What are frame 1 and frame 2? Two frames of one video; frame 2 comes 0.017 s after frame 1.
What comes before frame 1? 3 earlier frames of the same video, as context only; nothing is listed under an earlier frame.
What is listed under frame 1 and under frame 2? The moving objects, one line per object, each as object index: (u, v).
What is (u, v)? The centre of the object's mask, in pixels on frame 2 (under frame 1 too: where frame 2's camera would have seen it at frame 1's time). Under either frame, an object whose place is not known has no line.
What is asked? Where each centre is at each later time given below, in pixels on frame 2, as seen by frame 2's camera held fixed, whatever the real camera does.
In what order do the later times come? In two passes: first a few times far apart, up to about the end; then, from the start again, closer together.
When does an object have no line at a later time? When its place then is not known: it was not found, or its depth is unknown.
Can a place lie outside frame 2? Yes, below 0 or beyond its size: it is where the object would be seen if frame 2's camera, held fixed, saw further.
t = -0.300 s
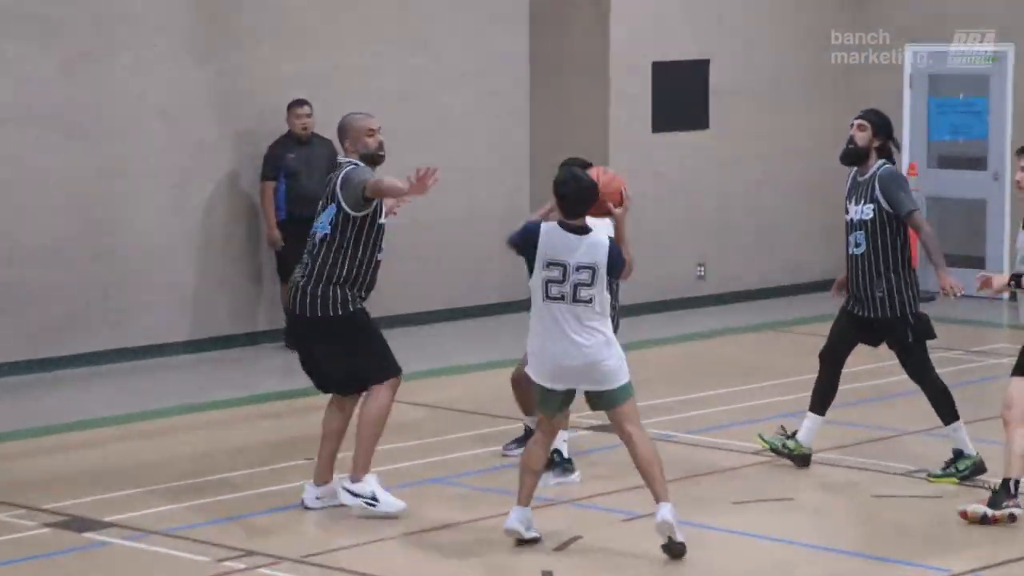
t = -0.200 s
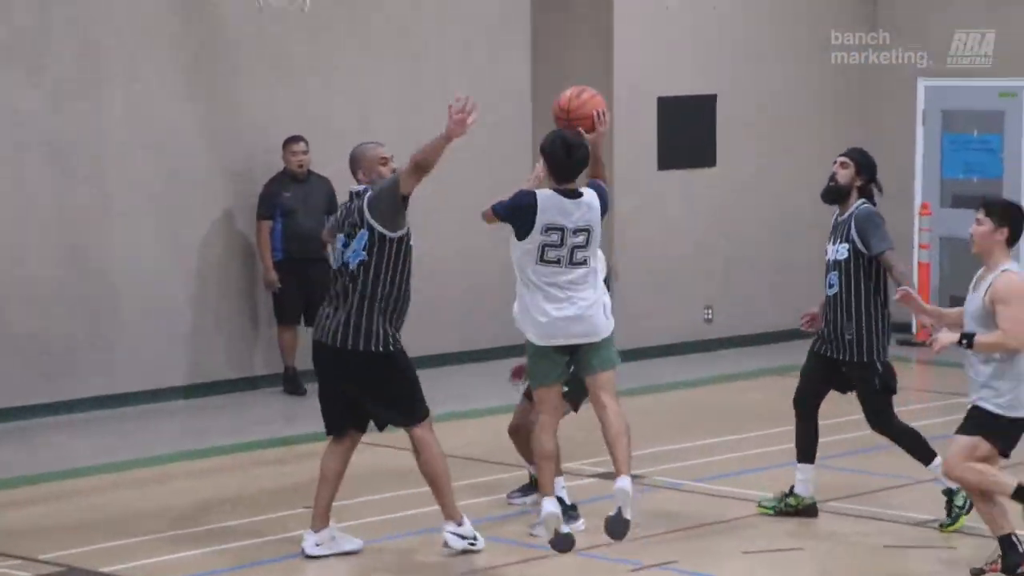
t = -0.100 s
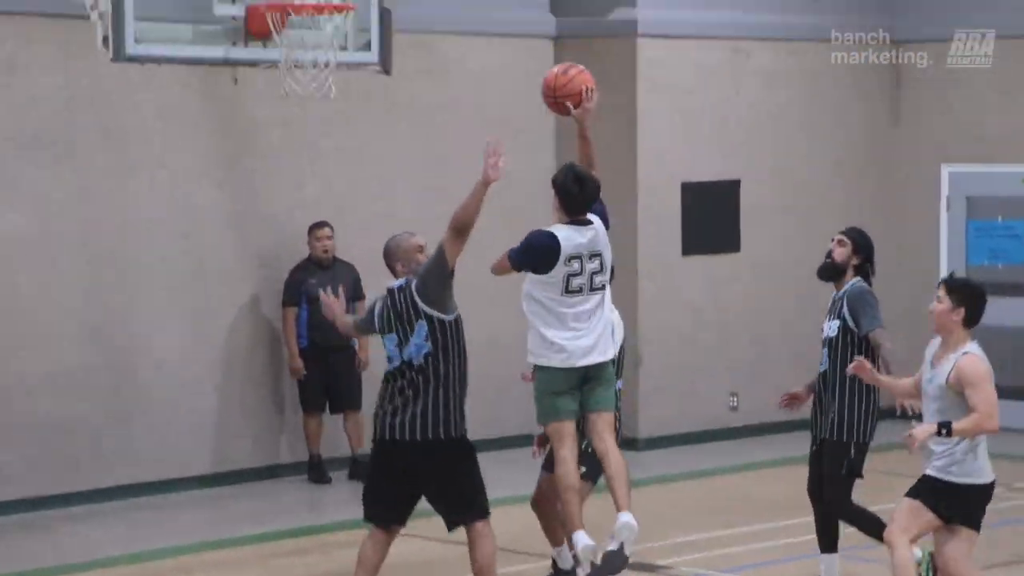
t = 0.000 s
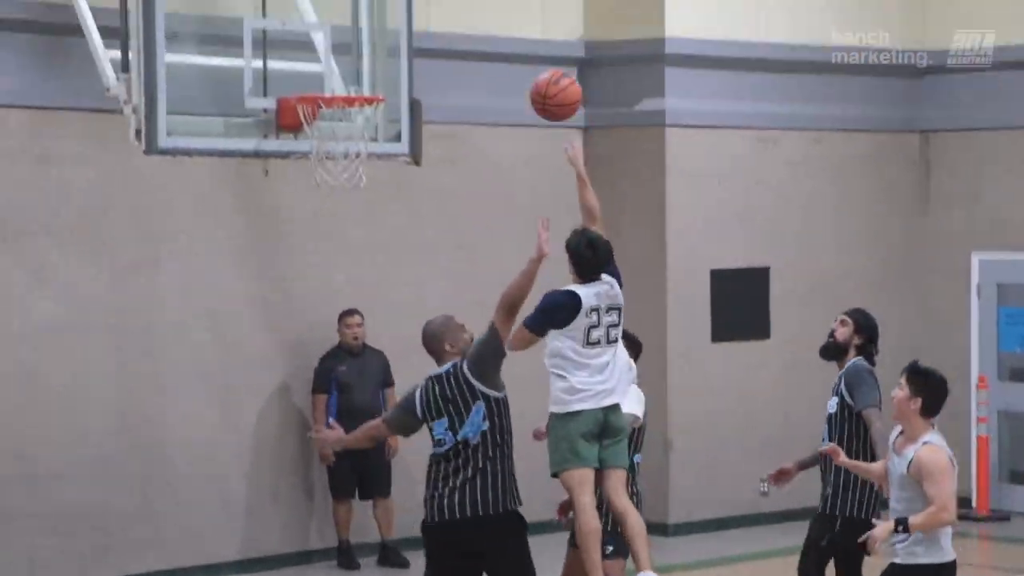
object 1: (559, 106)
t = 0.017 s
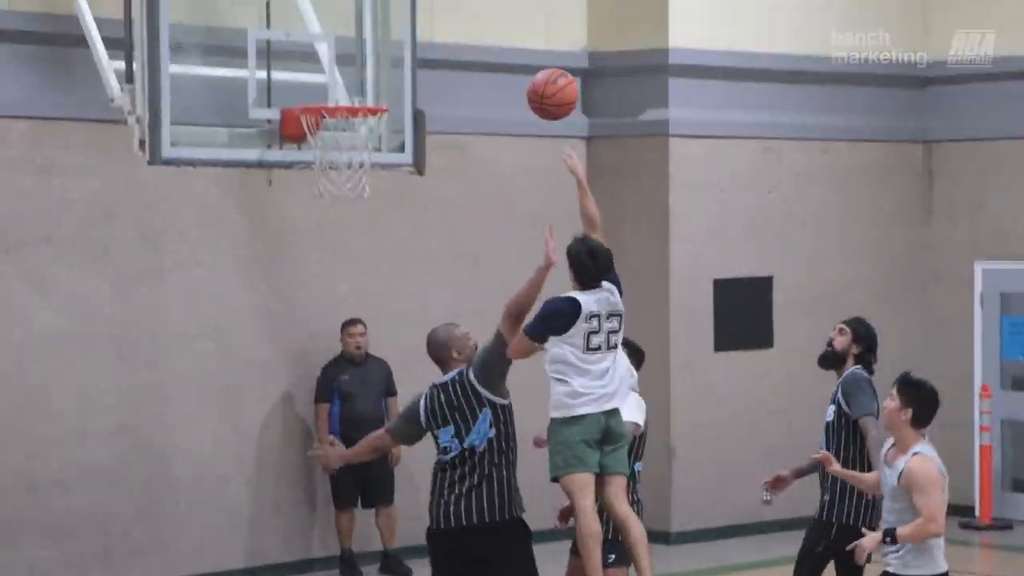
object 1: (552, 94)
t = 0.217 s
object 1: (477, 11)
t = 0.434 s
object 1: (402, 19)
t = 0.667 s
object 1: (340, 93)
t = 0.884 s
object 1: (356, 157)
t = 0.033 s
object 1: (546, 84)
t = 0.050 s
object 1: (540, 74)
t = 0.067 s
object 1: (533, 65)
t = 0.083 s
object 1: (527, 57)
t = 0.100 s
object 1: (520, 49)
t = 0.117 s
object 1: (514, 41)
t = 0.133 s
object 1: (508, 35)
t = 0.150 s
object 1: (502, 29)
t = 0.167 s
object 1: (496, 24)
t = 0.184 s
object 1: (489, 19)
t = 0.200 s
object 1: (483, 14)
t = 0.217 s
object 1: (477, 11)
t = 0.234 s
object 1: (471, 8)
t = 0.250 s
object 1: (465, 6)
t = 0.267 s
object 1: (459, 5)
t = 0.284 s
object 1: (453, 4)
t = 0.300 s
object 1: (447, 3)
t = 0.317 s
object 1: (441, 4)
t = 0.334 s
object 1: (436, 4)
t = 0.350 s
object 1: (430, 6)
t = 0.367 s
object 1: (424, 7)
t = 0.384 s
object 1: (418, 9)
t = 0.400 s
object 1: (413, 12)
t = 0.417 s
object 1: (408, 16)
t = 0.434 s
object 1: (402, 19)
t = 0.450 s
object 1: (397, 24)
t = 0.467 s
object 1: (392, 29)
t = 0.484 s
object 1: (387, 34)
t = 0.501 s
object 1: (382, 40)
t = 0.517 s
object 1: (377, 47)
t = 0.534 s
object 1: (372, 53)
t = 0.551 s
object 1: (367, 61)
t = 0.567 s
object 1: (362, 69)
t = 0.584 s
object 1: (357, 77)
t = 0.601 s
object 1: (352, 85)
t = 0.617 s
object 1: (348, 89)
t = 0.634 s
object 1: (345, 90)
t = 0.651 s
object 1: (343, 92)
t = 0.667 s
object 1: (340, 93)
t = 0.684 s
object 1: (337, 95)
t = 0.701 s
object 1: (334, 98)
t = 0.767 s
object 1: (332, 105)
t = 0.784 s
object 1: (335, 132)
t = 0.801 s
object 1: (339, 133)
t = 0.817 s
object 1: (342, 137)
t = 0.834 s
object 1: (346, 141)
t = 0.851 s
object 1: (349, 147)
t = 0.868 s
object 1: (353, 152)
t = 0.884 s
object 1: (356, 157)
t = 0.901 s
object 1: (359, 162)
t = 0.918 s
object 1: (362, 165)
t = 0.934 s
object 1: (364, 169)
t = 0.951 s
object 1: (366, 174)
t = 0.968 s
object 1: (368, 178)
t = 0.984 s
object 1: (370, 185)
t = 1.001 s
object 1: (373, 190)
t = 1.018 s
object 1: (374, 195)
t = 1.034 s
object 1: (376, 202)
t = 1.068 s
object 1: (380, 217)
